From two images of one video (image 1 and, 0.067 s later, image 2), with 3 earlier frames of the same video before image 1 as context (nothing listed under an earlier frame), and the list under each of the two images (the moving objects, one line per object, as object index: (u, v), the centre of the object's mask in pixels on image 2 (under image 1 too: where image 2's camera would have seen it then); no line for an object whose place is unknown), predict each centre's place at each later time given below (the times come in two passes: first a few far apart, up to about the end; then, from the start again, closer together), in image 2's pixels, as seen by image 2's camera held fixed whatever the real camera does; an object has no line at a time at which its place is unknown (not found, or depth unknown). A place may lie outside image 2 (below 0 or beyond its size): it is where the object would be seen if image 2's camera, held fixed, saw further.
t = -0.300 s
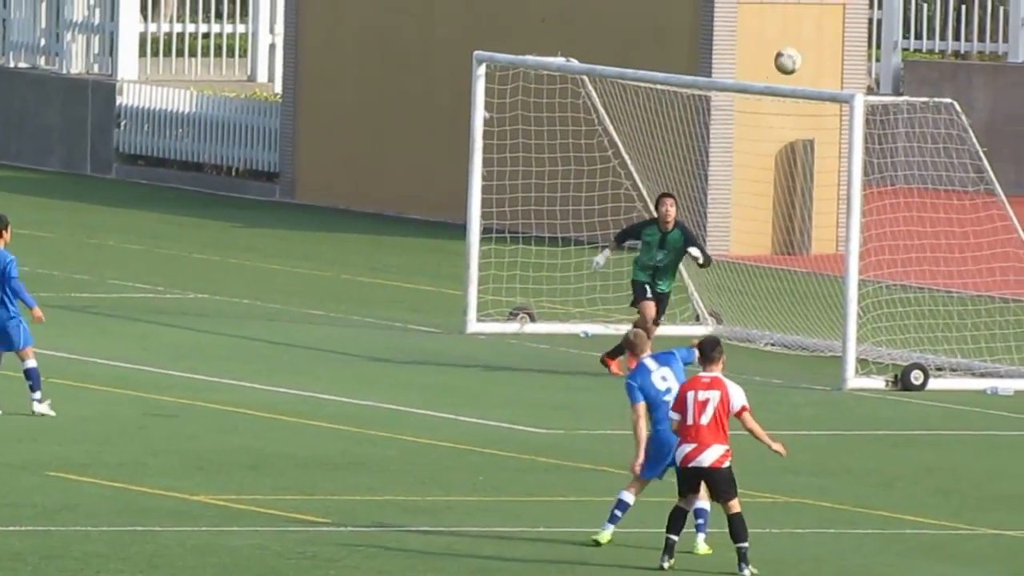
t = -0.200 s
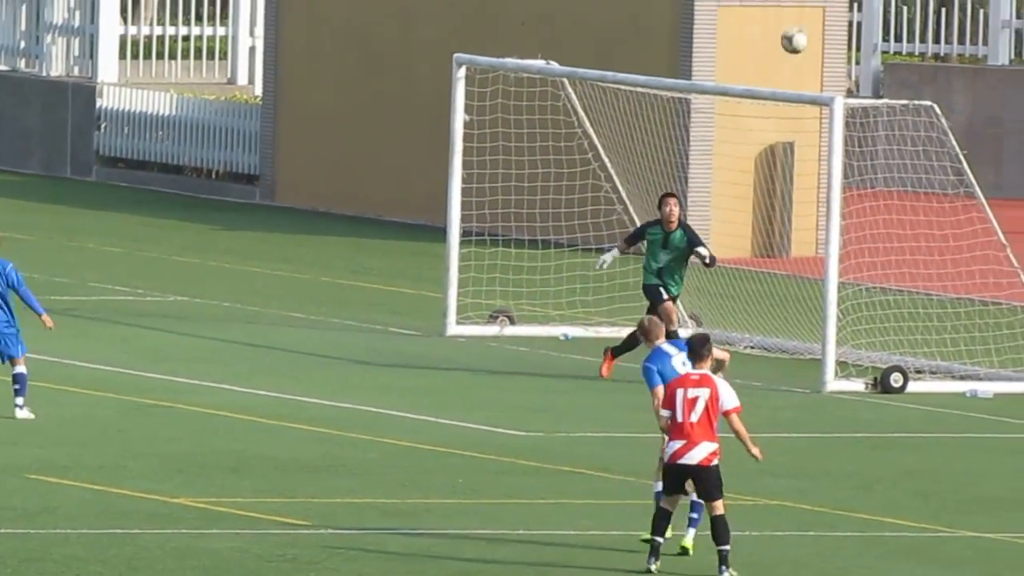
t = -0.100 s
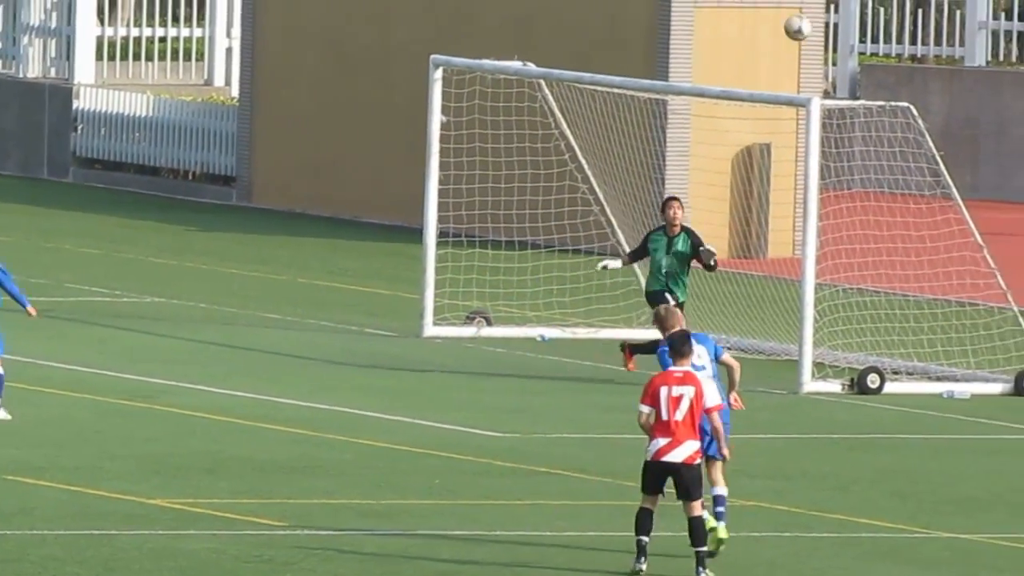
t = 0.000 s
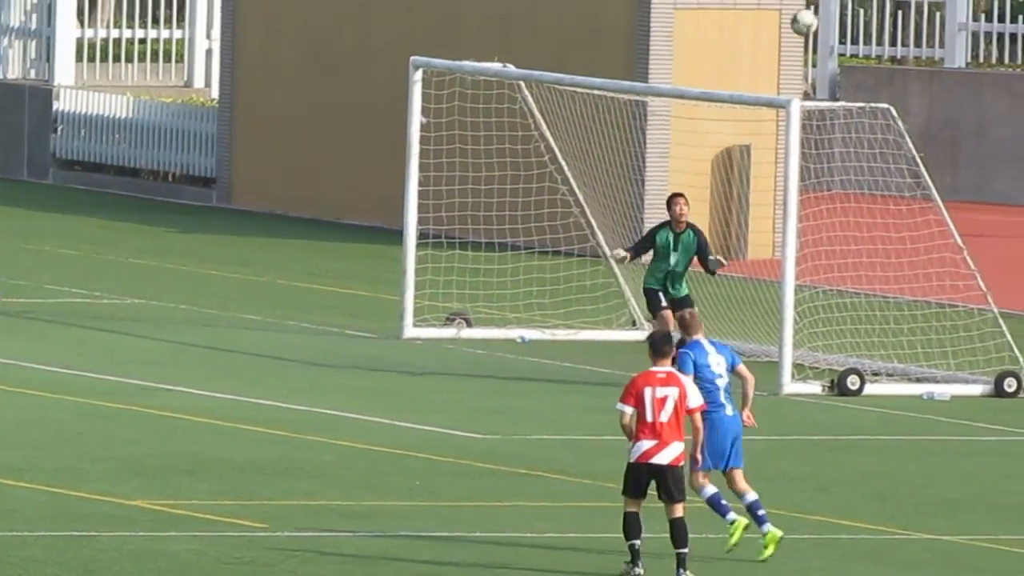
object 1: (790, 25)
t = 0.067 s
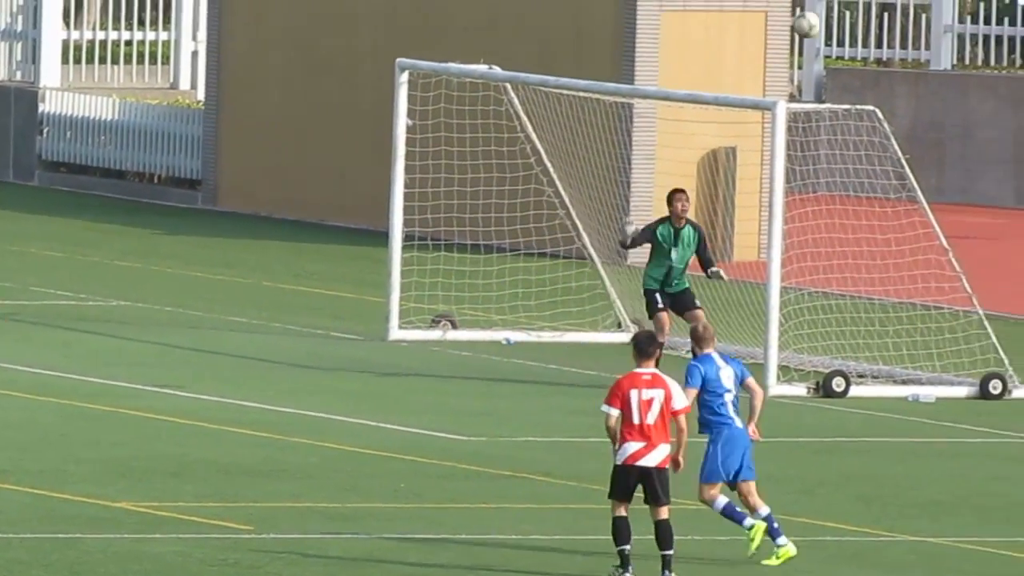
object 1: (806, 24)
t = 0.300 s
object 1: (868, 49)
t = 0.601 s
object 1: (940, 139)
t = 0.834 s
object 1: (990, 252)
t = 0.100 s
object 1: (815, 25)
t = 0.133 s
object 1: (824, 27)
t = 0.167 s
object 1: (833, 30)
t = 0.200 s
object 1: (842, 33)
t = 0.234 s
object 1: (850, 38)
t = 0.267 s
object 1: (859, 44)
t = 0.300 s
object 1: (868, 49)
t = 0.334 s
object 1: (875, 55)
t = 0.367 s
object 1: (884, 63)
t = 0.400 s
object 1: (892, 72)
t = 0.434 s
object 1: (900, 81)
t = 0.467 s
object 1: (908, 91)
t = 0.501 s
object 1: (917, 103)
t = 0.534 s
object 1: (925, 113)
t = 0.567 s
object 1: (934, 126)
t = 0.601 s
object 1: (940, 139)
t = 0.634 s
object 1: (948, 153)
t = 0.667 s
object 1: (955, 168)
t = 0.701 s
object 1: (964, 183)
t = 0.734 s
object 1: (971, 199)
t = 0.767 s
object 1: (978, 216)
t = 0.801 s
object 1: (983, 235)
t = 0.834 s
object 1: (990, 252)
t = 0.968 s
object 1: (1016, 331)
